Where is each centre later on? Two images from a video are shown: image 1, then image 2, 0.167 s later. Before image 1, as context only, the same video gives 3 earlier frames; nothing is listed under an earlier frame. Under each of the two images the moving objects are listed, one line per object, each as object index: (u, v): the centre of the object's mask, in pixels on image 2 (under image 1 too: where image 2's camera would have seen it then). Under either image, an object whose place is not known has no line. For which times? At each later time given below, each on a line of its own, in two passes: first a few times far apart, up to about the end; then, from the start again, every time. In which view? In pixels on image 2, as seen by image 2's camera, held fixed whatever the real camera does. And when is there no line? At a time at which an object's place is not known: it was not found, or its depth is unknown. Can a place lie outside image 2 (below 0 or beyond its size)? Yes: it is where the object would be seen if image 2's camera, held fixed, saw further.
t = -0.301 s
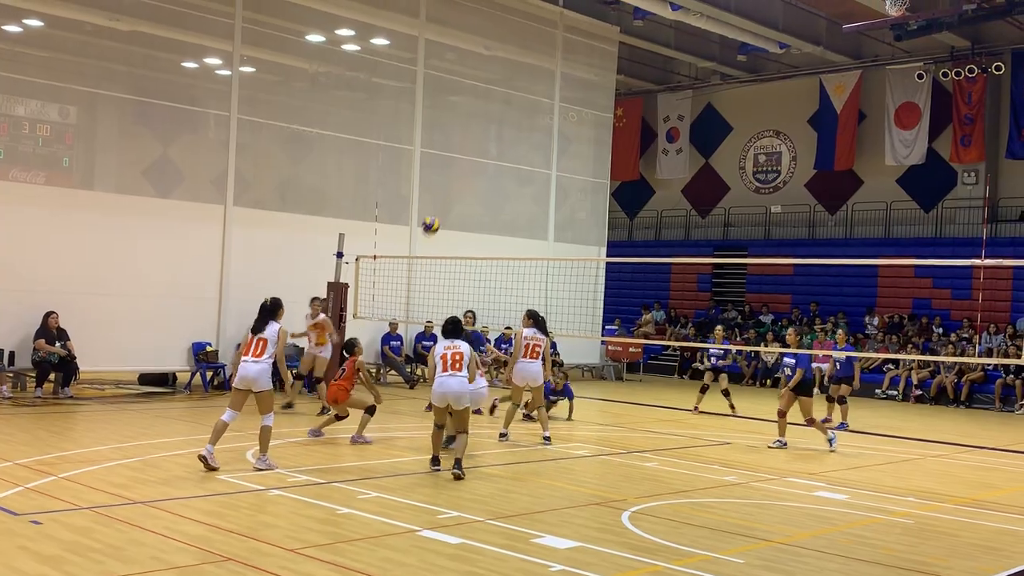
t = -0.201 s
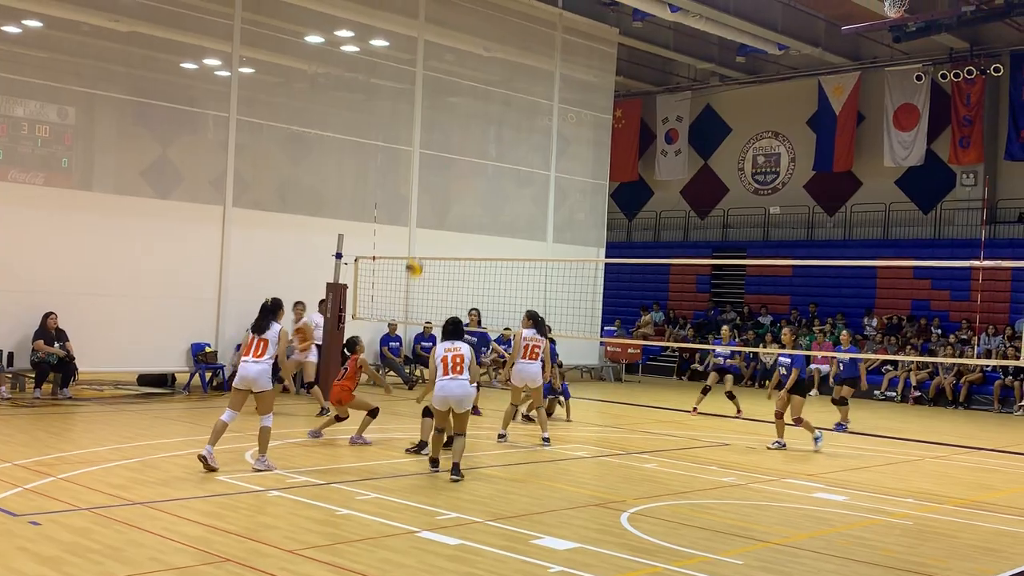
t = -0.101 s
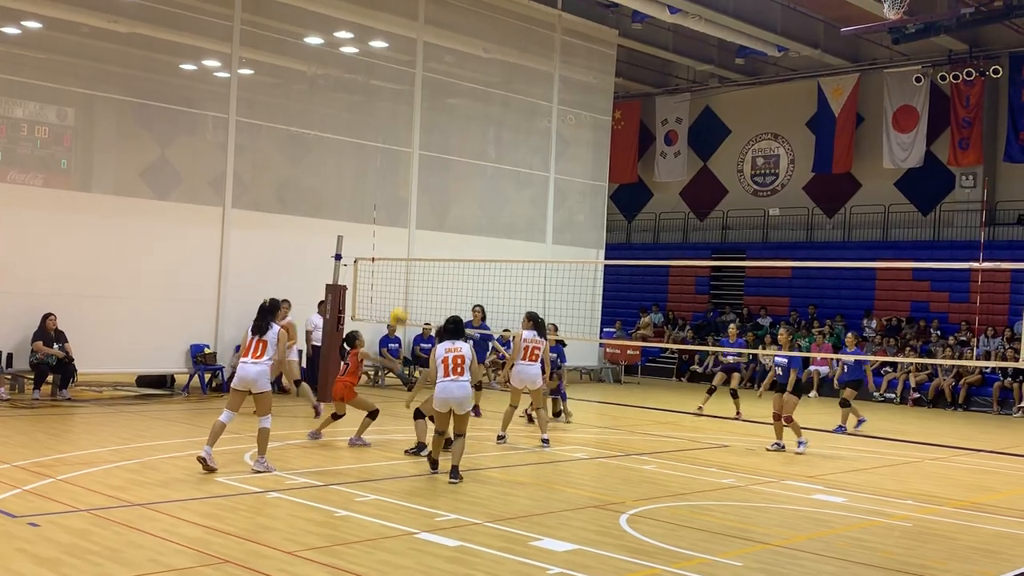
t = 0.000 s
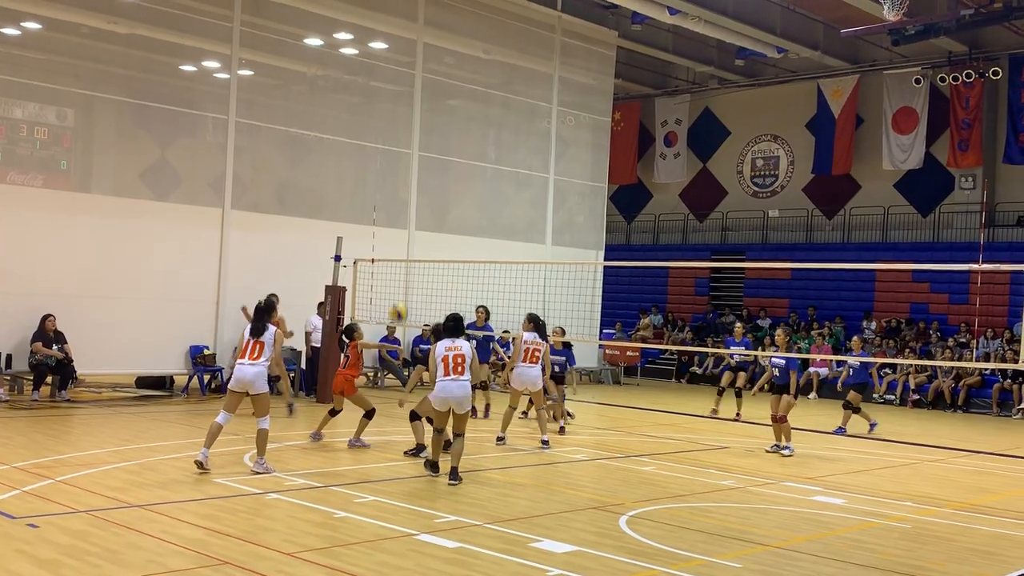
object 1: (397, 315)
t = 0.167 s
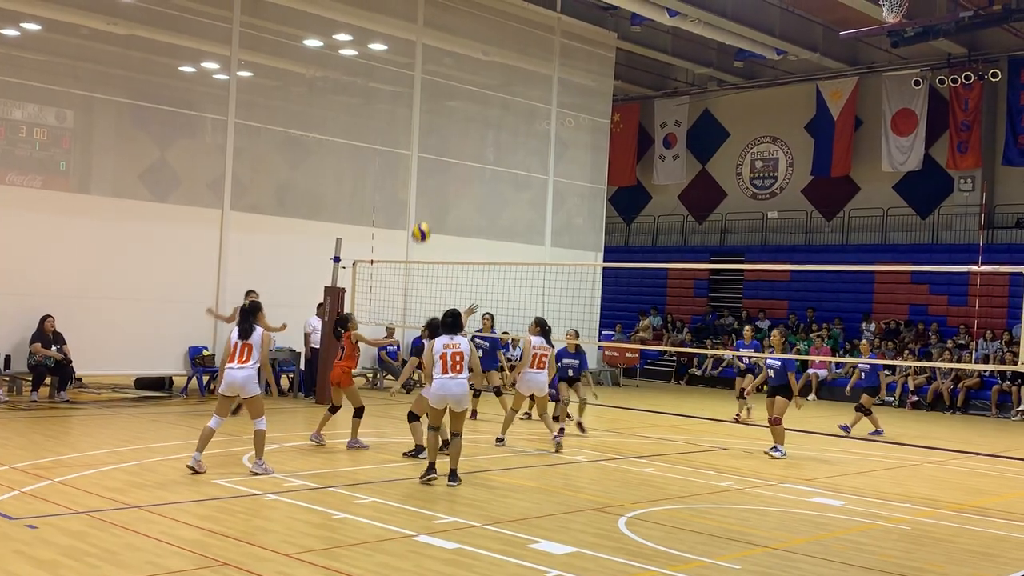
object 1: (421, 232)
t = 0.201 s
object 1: (425, 219)
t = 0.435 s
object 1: (454, 154)
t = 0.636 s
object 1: (478, 134)
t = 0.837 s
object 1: (499, 149)
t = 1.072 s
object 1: (521, 212)
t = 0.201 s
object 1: (425, 219)
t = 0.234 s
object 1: (430, 207)
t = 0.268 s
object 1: (435, 195)
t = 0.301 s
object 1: (439, 185)
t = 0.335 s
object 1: (442, 176)
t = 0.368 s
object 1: (446, 168)
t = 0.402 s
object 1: (451, 160)
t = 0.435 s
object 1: (454, 154)
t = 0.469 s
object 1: (459, 147)
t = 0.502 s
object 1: (462, 143)
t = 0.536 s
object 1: (466, 140)
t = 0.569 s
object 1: (470, 137)
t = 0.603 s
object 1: (474, 135)
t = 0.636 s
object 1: (478, 134)
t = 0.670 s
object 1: (481, 135)
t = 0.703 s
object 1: (485, 135)
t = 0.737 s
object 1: (488, 137)
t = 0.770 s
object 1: (492, 140)
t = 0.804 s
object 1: (495, 144)
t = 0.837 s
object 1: (499, 149)
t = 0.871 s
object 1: (502, 156)
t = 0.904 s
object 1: (505, 162)
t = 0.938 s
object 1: (508, 170)
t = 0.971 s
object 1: (512, 179)
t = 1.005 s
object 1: (515, 189)
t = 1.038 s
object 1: (518, 200)
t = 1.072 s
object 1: (521, 212)
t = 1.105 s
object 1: (524, 224)
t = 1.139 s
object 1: (527, 238)
